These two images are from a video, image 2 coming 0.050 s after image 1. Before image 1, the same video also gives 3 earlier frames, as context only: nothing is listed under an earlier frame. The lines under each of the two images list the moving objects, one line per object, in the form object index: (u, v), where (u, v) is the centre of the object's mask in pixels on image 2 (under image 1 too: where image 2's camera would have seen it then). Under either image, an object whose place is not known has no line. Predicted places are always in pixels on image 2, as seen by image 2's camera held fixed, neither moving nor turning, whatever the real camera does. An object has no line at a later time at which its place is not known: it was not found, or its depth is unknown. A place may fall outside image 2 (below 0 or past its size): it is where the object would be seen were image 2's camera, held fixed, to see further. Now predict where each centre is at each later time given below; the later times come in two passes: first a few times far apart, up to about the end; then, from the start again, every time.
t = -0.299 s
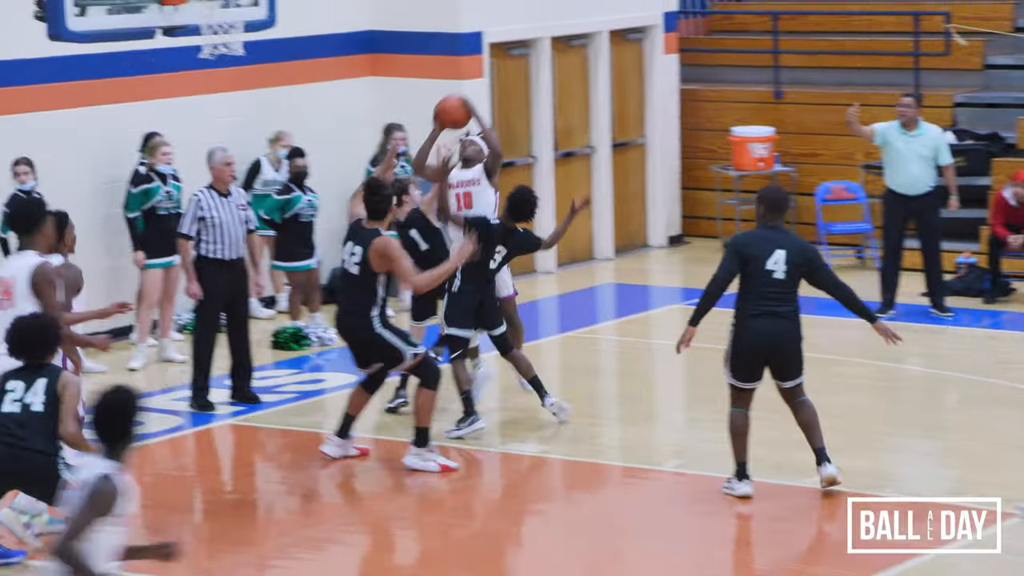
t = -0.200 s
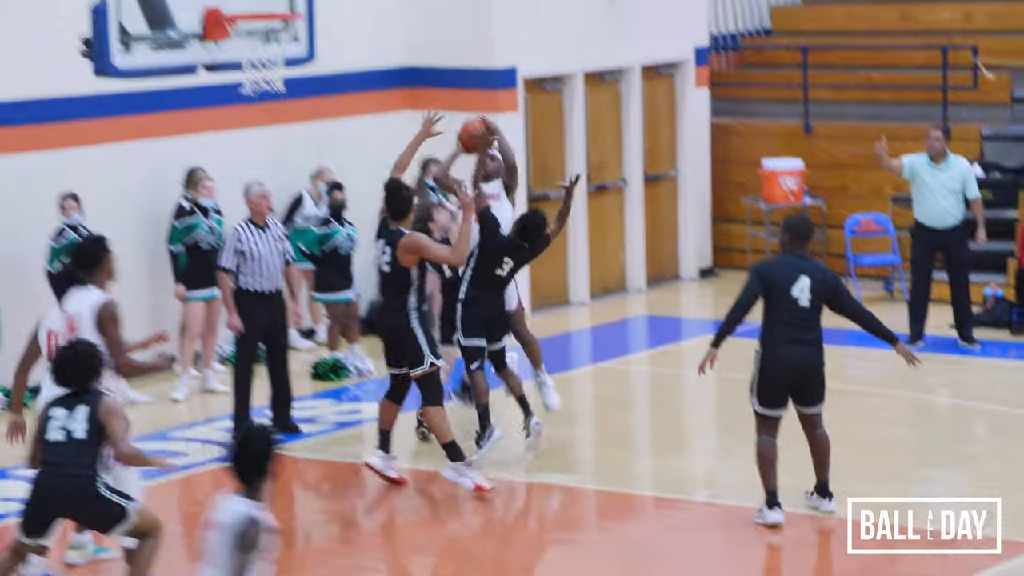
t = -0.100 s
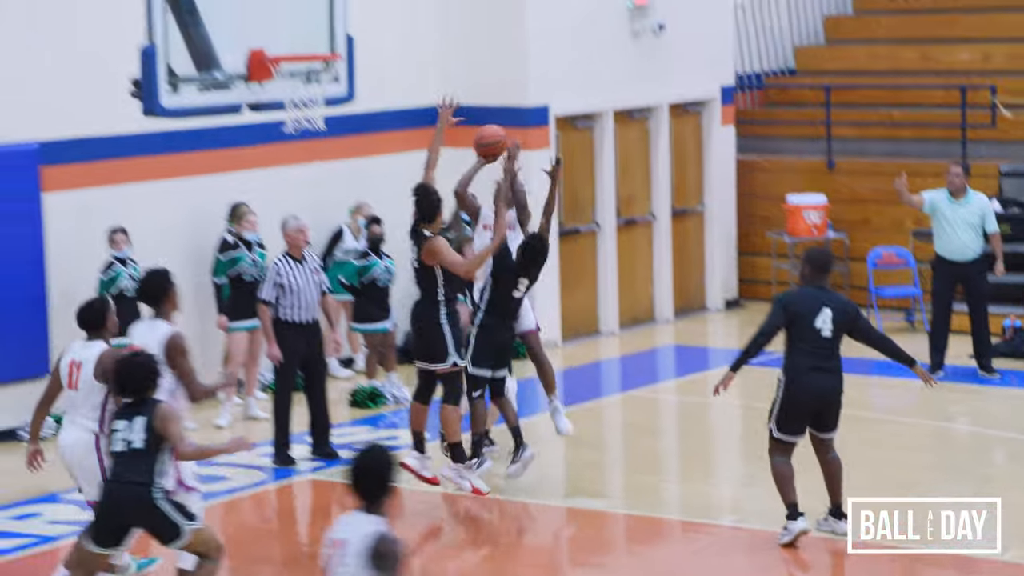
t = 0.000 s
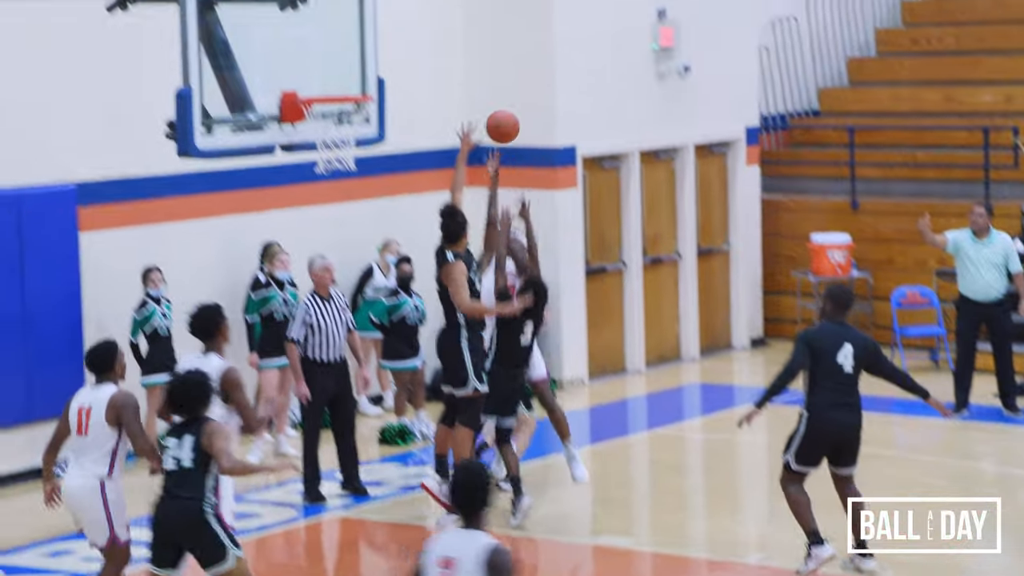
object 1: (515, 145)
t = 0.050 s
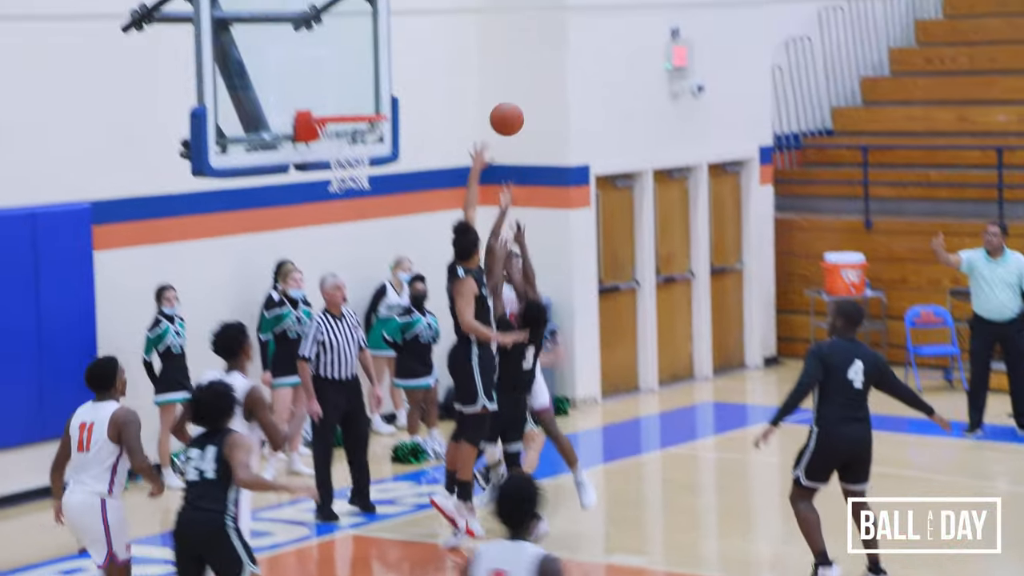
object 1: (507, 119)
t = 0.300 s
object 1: (461, 33)
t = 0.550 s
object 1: (412, 38)
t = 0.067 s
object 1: (504, 111)
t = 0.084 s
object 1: (501, 103)
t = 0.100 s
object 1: (497, 95)
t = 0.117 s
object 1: (495, 88)
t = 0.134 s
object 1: (492, 81)
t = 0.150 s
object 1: (489, 74)
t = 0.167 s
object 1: (486, 68)
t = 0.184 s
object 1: (483, 63)
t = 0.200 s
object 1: (479, 57)
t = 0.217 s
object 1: (476, 52)
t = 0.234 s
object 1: (473, 48)
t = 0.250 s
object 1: (470, 43)
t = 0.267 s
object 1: (467, 39)
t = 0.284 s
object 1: (464, 36)
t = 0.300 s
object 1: (461, 33)
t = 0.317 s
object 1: (457, 30)
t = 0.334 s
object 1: (454, 27)
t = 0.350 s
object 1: (451, 25)
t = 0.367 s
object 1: (448, 23)
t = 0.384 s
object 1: (444, 22)
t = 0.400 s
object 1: (441, 21)
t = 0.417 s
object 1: (438, 21)
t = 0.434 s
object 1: (435, 21)
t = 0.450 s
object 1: (431, 22)
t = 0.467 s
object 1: (428, 23)
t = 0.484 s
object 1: (425, 25)
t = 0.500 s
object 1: (421, 28)
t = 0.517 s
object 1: (418, 31)
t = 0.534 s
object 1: (415, 34)
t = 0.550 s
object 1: (412, 38)
